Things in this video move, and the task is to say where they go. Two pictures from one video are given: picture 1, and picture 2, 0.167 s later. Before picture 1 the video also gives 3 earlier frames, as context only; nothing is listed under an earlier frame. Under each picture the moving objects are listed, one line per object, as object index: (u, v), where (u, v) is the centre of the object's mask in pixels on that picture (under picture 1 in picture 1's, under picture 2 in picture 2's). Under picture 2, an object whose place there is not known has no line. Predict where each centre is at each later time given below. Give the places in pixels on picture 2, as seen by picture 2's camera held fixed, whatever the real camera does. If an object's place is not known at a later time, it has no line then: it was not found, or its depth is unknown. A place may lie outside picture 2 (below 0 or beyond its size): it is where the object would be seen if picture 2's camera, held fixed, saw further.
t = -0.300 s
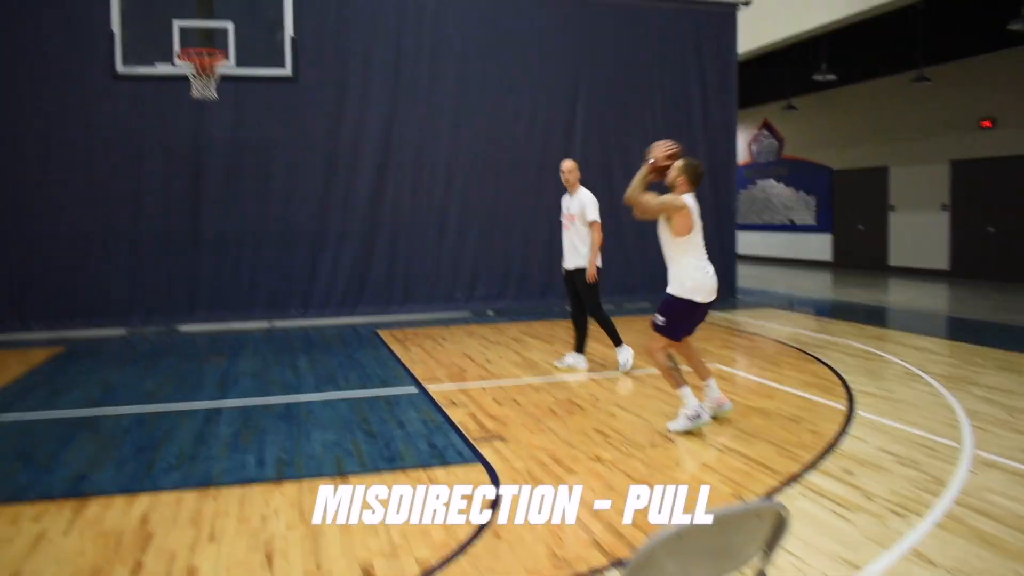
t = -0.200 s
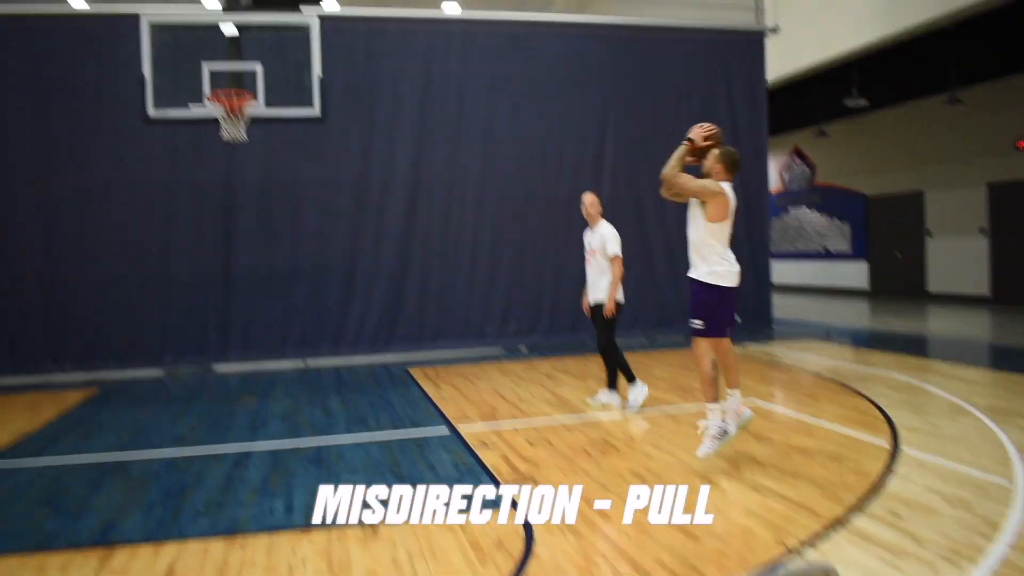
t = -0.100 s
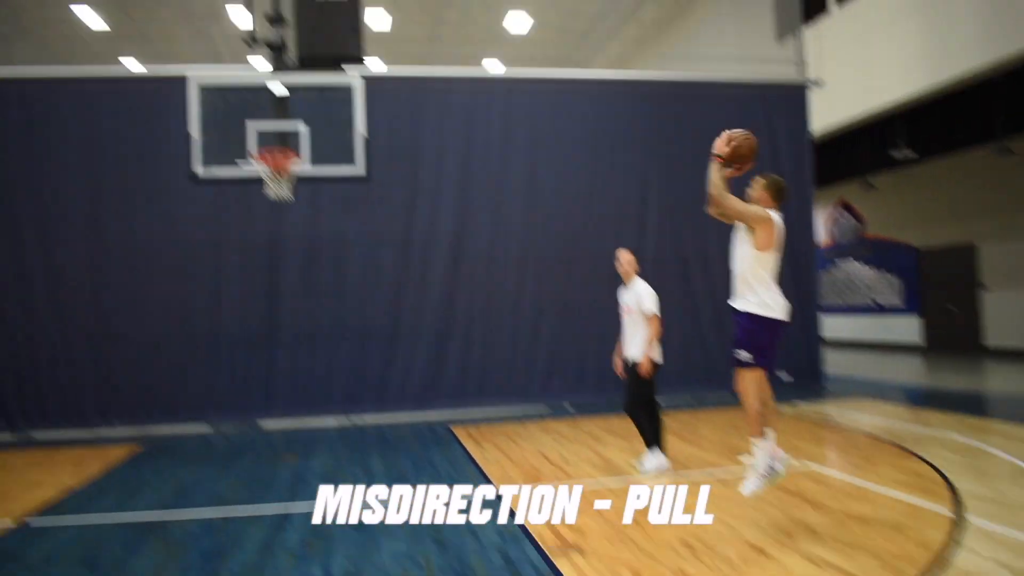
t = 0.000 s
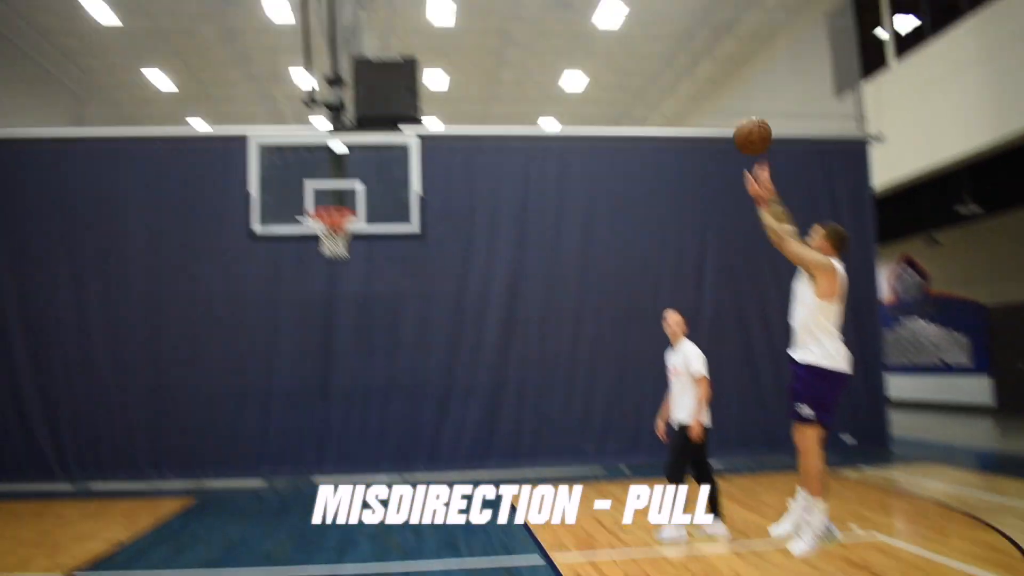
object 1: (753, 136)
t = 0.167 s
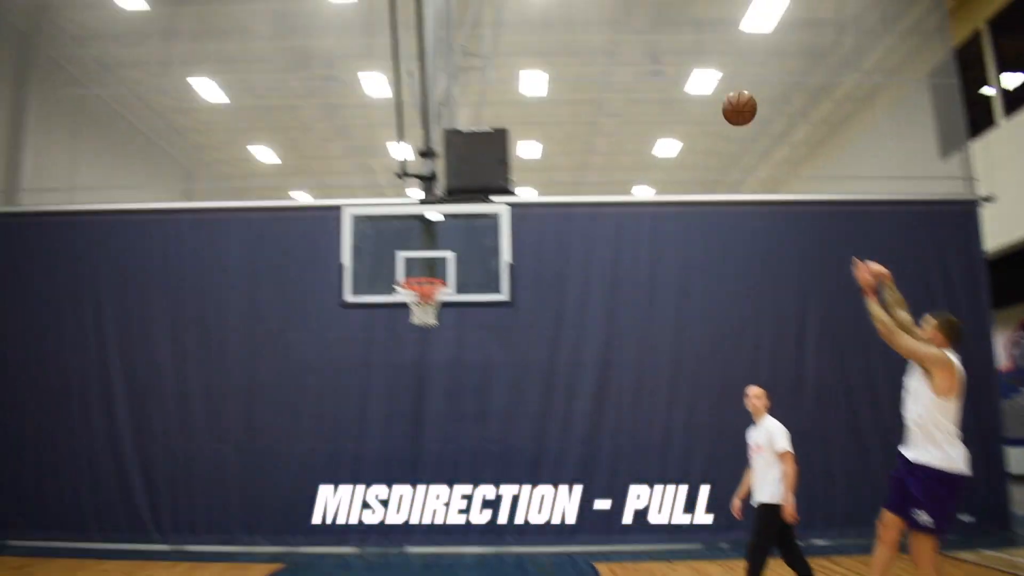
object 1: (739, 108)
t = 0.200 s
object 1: (719, 96)
